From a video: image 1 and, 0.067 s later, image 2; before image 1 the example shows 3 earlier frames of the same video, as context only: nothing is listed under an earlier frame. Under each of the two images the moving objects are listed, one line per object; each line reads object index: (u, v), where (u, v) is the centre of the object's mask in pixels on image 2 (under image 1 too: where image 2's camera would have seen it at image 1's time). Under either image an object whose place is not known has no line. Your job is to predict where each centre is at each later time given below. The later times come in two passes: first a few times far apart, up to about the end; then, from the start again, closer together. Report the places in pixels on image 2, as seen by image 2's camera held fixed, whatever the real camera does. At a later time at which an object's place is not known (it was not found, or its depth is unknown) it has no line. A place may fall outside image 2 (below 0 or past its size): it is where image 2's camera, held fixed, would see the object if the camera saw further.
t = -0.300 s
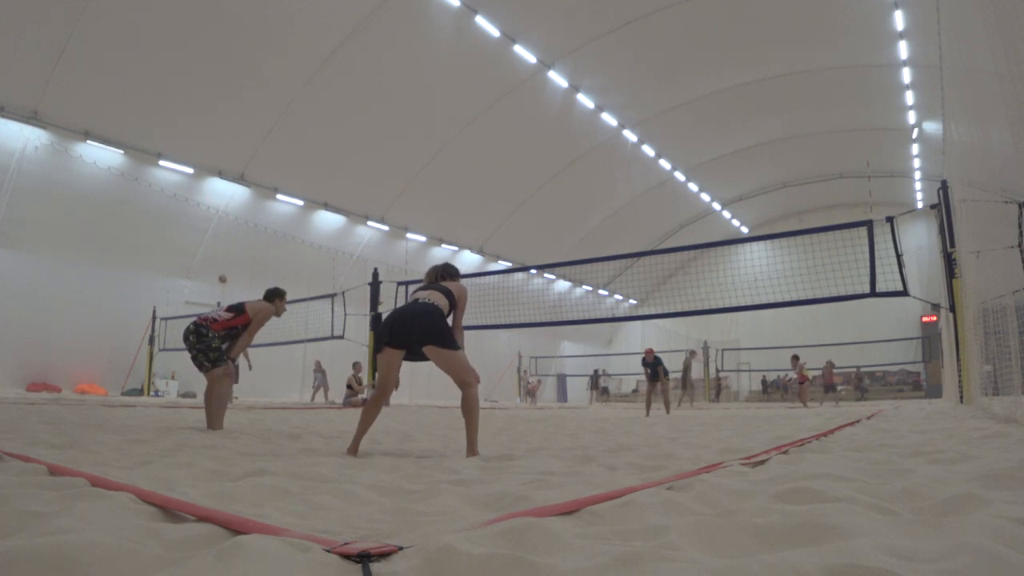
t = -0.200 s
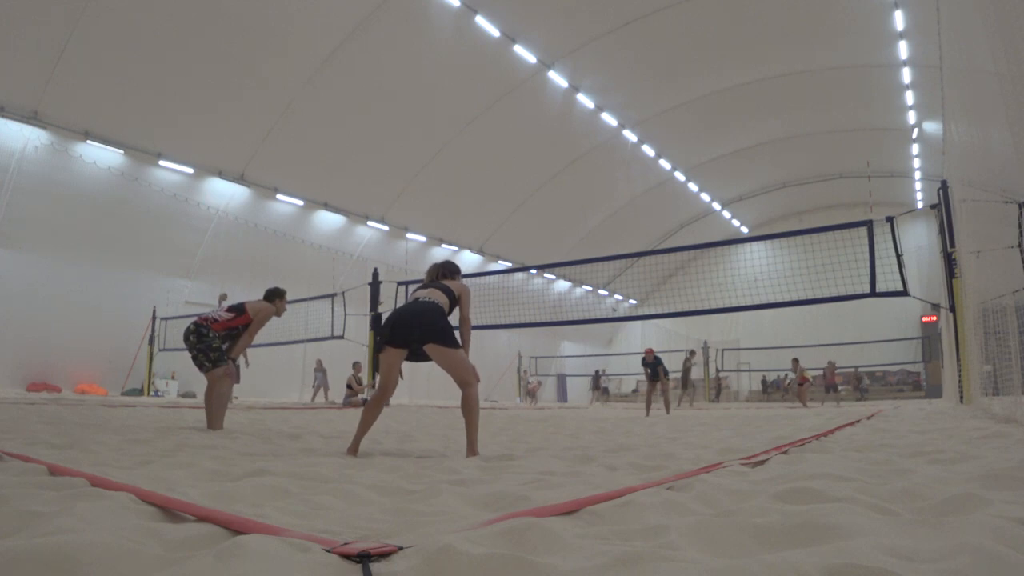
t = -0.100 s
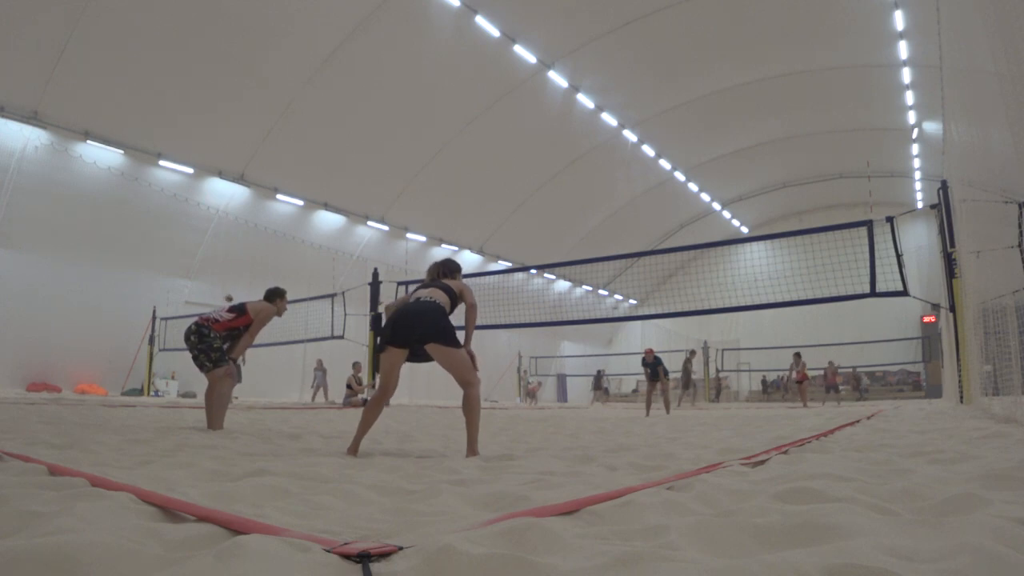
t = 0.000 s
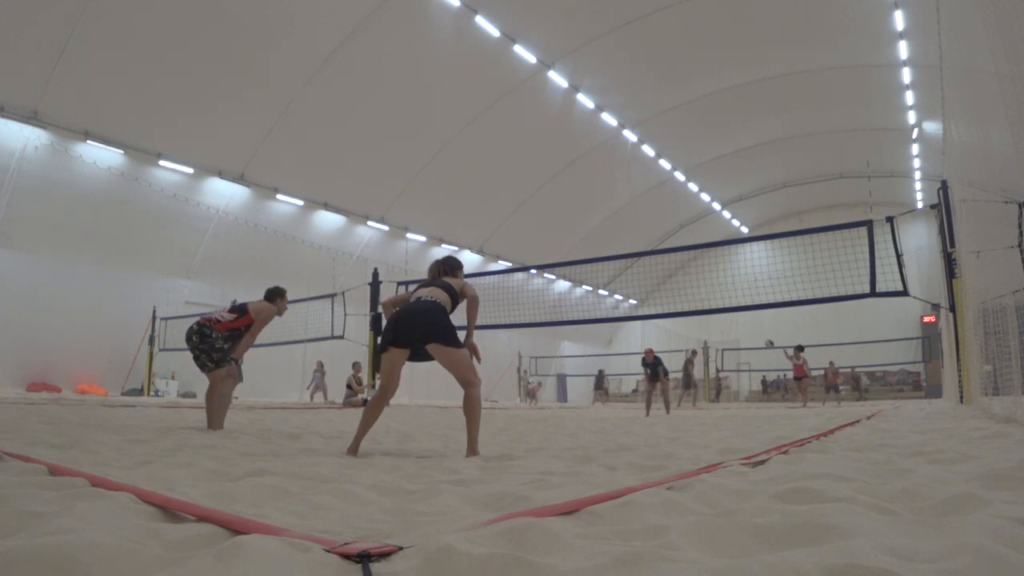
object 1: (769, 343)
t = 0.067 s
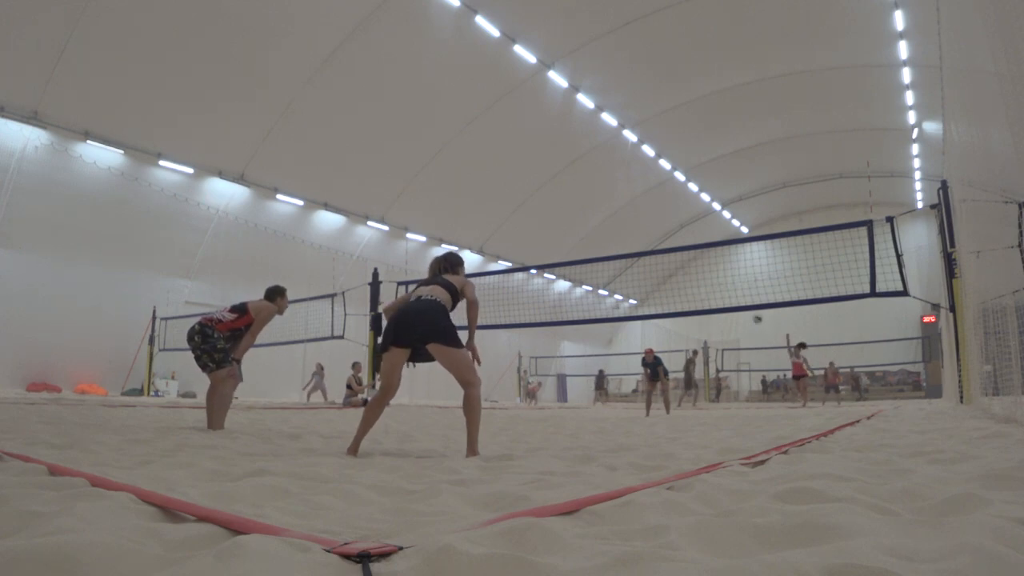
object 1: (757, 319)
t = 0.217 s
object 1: (727, 268)
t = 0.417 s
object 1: (680, 207)
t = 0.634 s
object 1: (620, 157)
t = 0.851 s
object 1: (550, 129)
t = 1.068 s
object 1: (469, 126)
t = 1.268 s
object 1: (377, 156)
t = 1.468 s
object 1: (268, 228)
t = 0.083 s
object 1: (754, 314)
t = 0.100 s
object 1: (752, 304)
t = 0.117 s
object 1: (748, 302)
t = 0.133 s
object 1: (744, 296)
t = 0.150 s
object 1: (741, 290)
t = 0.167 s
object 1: (738, 285)
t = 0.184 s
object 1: (734, 279)
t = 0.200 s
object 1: (731, 273)
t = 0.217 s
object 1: (727, 268)
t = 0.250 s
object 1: (720, 257)
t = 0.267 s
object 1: (717, 252)
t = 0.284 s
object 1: (715, 249)
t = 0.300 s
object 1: (709, 240)
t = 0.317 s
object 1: (705, 236)
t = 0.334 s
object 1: (701, 231)
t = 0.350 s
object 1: (697, 226)
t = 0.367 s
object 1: (693, 221)
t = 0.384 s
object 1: (689, 216)
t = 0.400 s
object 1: (685, 211)
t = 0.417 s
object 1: (680, 207)
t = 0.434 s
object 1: (676, 202)
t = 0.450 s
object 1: (672, 198)
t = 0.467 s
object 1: (667, 194)
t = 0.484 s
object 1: (663, 190)
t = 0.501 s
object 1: (658, 185)
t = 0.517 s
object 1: (654, 182)
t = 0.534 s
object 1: (649, 178)
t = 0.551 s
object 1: (645, 174)
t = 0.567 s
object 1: (640, 171)
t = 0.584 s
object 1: (635, 167)
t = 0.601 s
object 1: (630, 163)
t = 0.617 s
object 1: (625, 160)
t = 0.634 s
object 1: (620, 157)
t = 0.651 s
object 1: (615, 154)
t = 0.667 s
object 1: (610, 151)
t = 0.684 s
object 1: (605, 148)
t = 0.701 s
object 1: (599, 146)
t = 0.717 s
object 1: (594, 143)
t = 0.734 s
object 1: (589, 141)
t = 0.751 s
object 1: (583, 139)
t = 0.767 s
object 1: (578, 137)
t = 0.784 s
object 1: (572, 135)
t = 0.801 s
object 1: (567, 133)
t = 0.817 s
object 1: (561, 132)
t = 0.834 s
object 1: (556, 130)
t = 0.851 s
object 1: (550, 129)
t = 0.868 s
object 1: (544, 128)
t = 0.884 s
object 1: (538, 127)
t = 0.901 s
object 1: (532, 126)
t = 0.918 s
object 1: (526, 125)
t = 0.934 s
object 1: (519, 125)
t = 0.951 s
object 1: (513, 124)
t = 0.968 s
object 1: (507, 124)
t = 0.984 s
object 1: (501, 124)
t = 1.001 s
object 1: (494, 124)
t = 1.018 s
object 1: (488, 124)
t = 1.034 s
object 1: (482, 125)
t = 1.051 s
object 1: (475, 126)
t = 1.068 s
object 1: (469, 126)
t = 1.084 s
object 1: (461, 127)
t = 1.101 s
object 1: (454, 129)
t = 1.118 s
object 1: (447, 130)
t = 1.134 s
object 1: (439, 132)
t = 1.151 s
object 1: (432, 134)
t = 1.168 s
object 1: (425, 137)
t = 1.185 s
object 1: (417, 139)
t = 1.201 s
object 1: (409, 142)
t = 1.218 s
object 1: (401, 145)
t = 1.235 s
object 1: (393, 149)
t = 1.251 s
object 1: (385, 152)
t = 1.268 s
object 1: (377, 156)
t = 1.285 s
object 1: (369, 160)
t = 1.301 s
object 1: (360, 165)
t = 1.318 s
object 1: (352, 170)
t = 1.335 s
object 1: (343, 175)
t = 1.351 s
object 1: (334, 181)
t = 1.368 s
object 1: (325, 187)
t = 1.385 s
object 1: (316, 193)
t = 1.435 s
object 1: (288, 212)
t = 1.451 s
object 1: (278, 220)
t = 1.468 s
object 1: (268, 228)
